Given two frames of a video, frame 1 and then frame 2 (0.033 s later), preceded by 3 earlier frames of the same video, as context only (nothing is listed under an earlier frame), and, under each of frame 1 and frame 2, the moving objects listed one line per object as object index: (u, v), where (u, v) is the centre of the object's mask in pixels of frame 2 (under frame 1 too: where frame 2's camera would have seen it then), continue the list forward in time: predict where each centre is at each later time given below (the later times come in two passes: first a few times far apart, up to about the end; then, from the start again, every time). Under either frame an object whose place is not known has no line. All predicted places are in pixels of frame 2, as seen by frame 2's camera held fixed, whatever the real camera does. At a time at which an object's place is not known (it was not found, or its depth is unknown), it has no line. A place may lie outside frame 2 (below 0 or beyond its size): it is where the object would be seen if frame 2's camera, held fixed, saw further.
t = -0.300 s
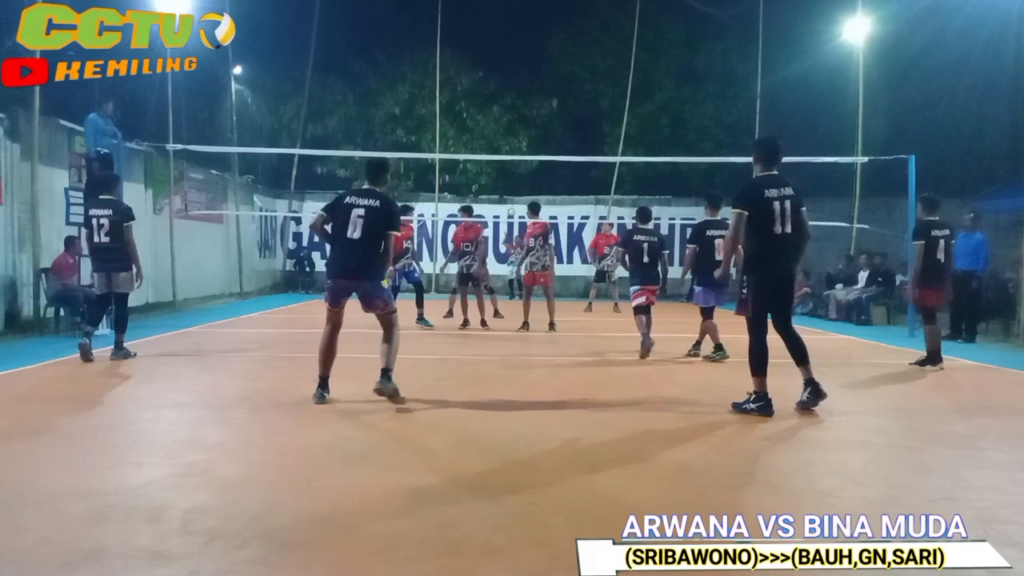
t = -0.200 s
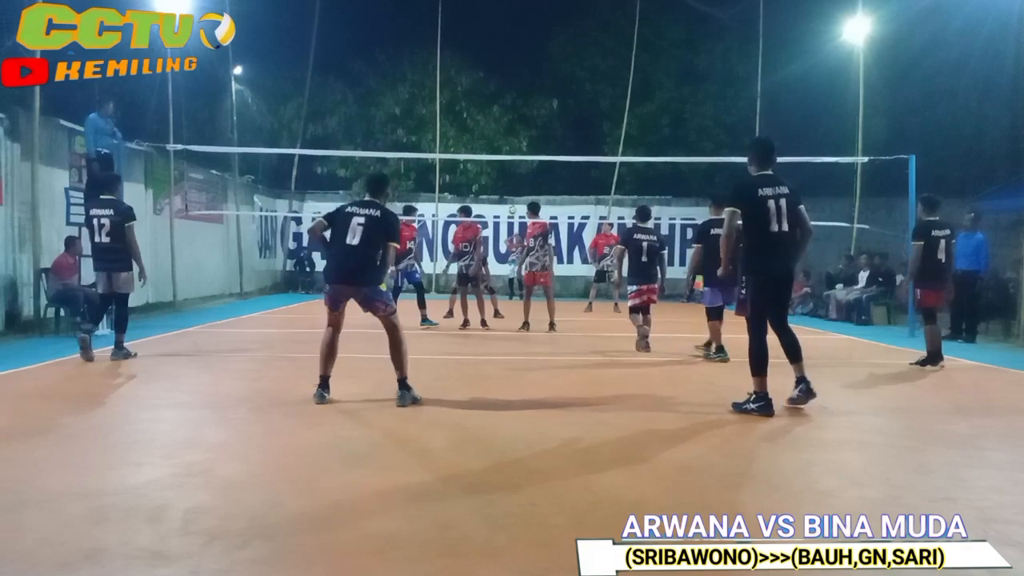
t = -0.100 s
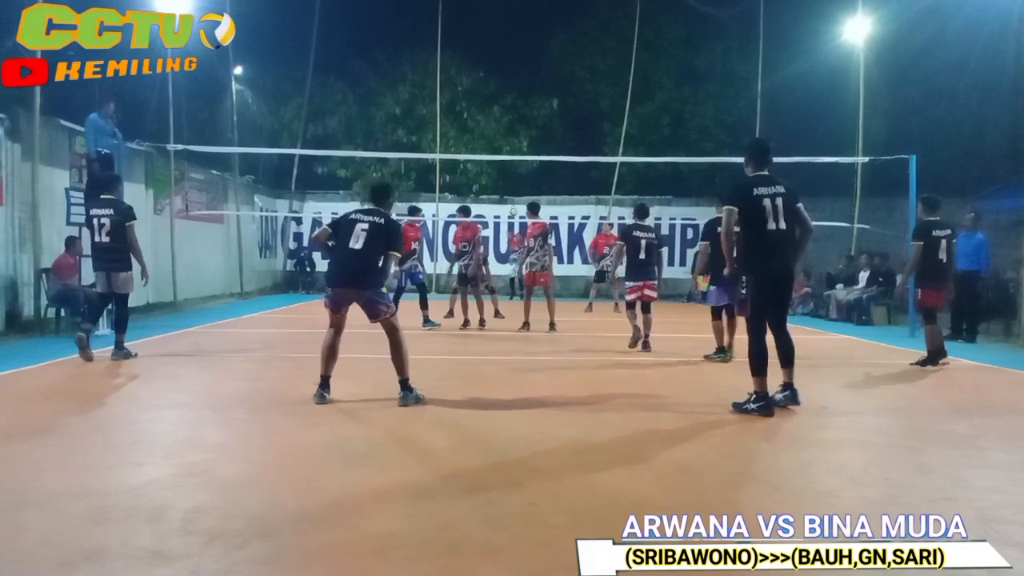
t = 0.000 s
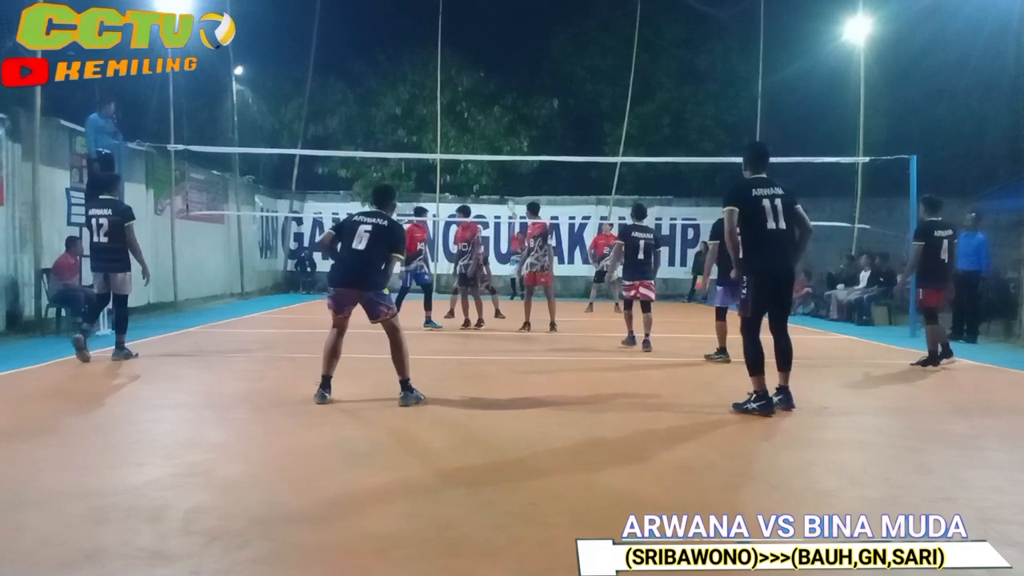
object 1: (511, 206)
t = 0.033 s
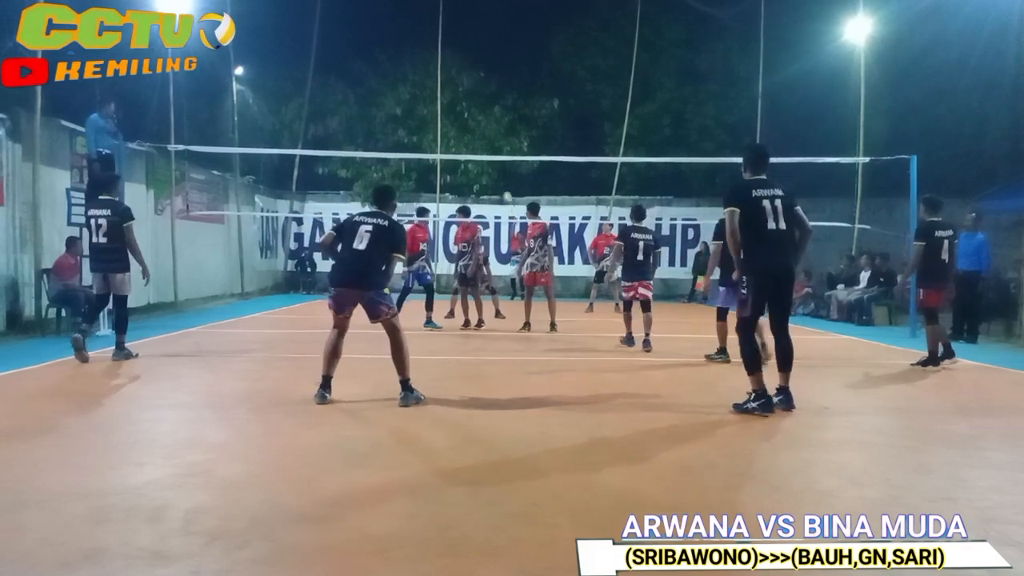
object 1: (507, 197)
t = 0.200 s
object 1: (488, 151)
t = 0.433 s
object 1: (461, 99)
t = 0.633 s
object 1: (428, 66)
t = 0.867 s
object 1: (374, 61)
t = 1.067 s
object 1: (316, 100)
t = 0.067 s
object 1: (504, 188)
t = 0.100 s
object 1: (500, 178)
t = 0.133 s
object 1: (496, 169)
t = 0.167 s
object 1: (493, 162)
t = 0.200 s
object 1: (488, 151)
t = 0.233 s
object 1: (485, 145)
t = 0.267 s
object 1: (481, 136)
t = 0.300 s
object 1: (478, 128)
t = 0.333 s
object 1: (474, 121)
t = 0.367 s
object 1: (469, 113)
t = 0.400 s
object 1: (465, 106)
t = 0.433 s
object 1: (461, 99)
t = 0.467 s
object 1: (456, 91)
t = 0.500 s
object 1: (451, 85)
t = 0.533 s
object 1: (445, 80)
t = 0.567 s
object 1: (439, 74)
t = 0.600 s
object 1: (433, 69)
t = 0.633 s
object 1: (428, 66)
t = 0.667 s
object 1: (420, 62)
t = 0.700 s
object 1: (413, 60)
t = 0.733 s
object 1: (406, 58)
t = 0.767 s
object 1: (398, 58)
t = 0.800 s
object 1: (390, 58)
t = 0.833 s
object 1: (383, 59)
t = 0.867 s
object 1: (374, 61)
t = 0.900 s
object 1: (365, 65)
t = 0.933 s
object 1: (357, 69)
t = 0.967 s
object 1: (347, 75)
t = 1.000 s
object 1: (337, 82)
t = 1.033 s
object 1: (327, 90)
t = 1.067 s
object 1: (316, 100)
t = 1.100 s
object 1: (305, 112)
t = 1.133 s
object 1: (293, 124)
